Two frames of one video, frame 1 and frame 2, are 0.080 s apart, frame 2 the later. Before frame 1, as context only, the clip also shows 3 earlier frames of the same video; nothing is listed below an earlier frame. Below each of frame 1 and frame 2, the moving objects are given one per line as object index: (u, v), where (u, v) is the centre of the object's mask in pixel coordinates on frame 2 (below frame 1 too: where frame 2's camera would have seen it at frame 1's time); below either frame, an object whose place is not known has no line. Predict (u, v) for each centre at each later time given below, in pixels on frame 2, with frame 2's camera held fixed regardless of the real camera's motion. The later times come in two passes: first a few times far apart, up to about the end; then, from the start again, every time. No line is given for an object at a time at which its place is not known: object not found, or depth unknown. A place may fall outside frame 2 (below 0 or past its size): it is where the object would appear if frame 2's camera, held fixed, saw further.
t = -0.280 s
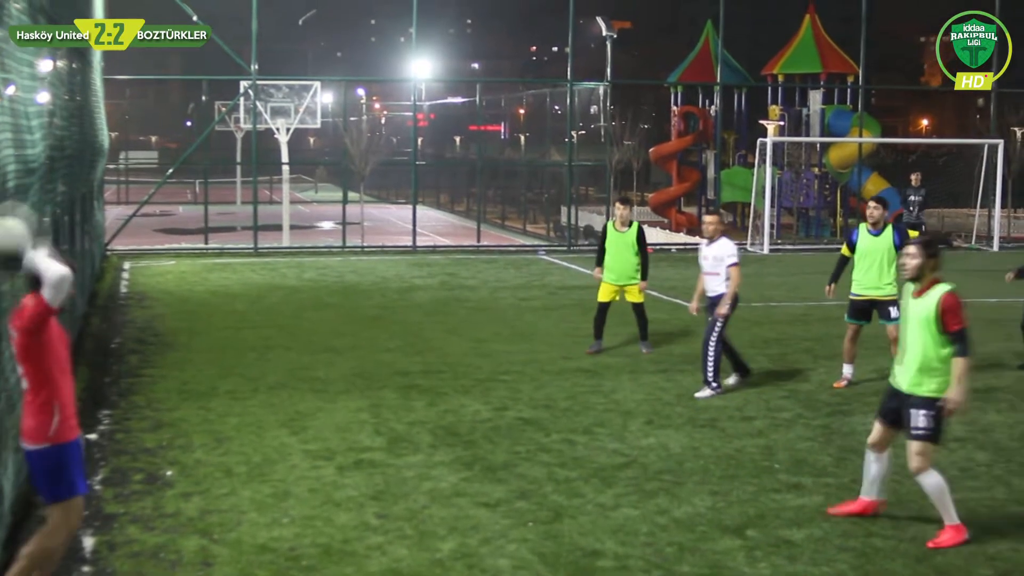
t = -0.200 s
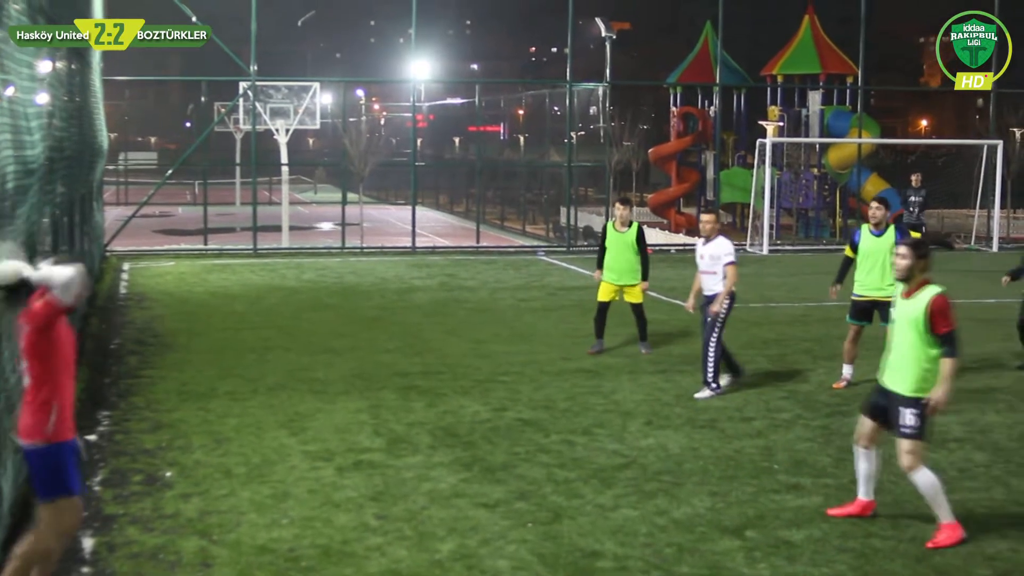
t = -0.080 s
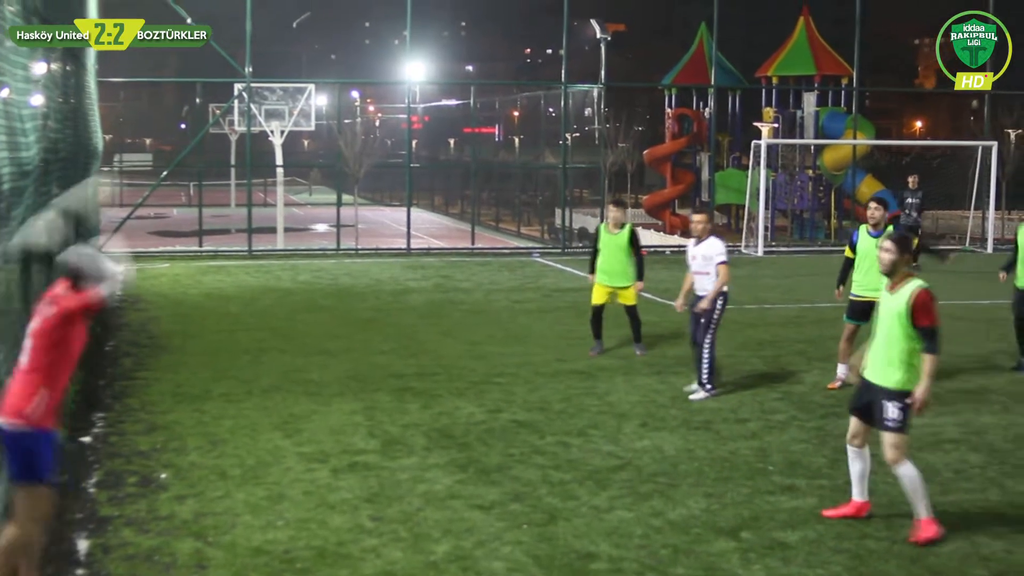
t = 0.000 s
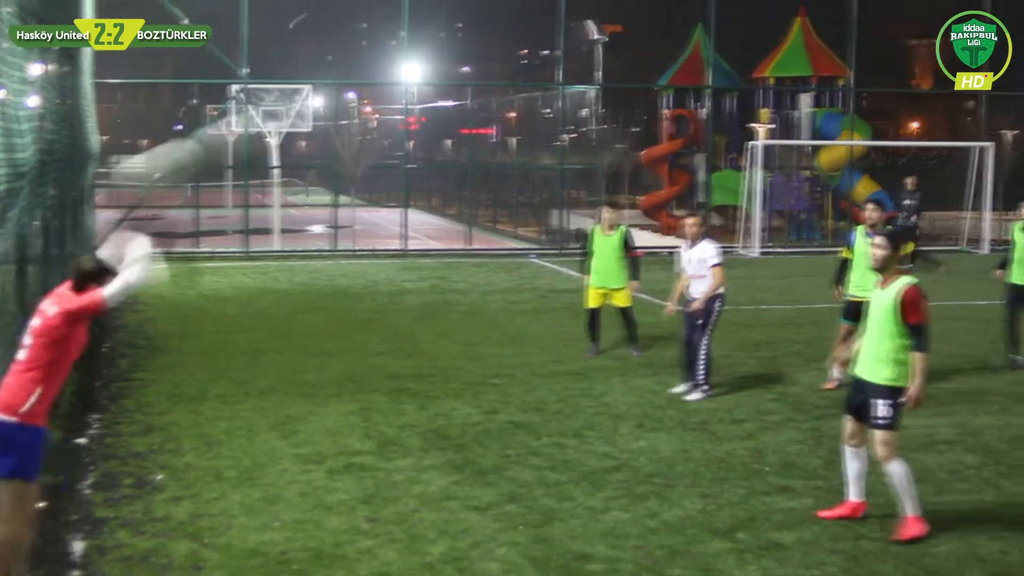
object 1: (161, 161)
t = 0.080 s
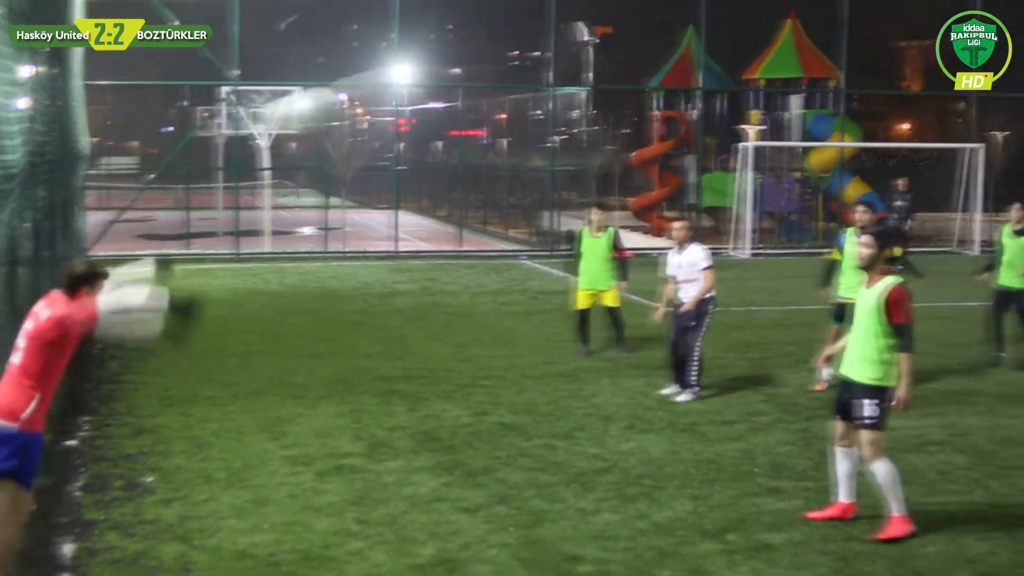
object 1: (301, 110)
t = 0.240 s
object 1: (554, 54)
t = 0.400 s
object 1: (764, 47)
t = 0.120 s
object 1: (393, 78)
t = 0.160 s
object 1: (437, 74)
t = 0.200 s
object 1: (500, 62)
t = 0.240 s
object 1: (554, 54)
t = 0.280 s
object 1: (613, 49)
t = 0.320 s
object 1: (665, 45)
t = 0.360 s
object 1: (718, 46)
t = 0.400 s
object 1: (764, 47)
